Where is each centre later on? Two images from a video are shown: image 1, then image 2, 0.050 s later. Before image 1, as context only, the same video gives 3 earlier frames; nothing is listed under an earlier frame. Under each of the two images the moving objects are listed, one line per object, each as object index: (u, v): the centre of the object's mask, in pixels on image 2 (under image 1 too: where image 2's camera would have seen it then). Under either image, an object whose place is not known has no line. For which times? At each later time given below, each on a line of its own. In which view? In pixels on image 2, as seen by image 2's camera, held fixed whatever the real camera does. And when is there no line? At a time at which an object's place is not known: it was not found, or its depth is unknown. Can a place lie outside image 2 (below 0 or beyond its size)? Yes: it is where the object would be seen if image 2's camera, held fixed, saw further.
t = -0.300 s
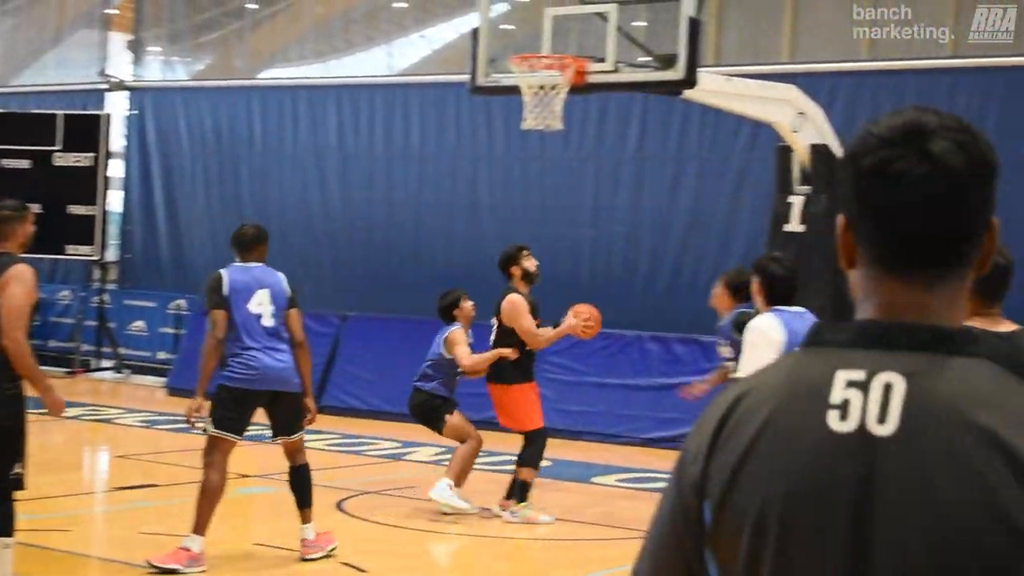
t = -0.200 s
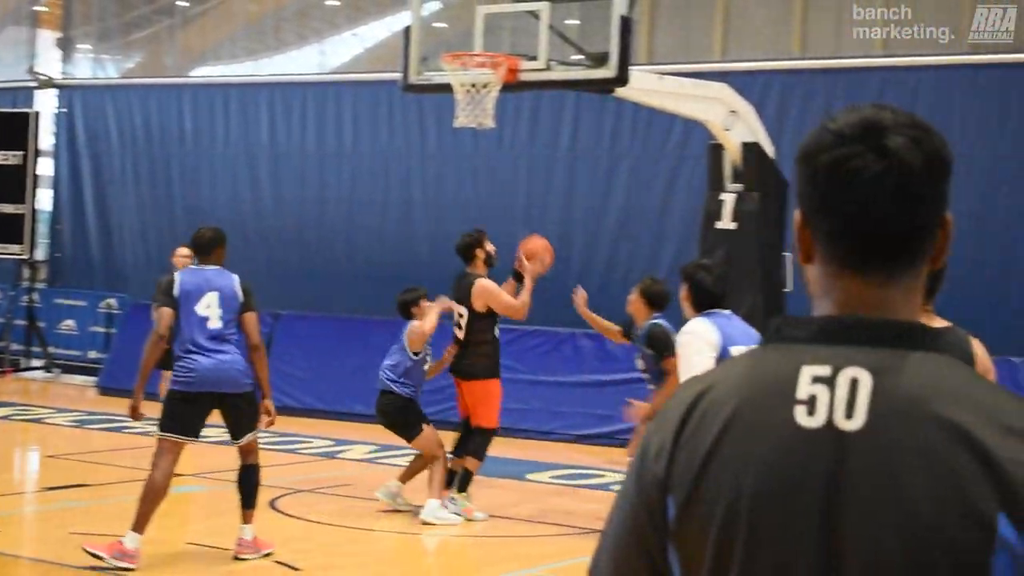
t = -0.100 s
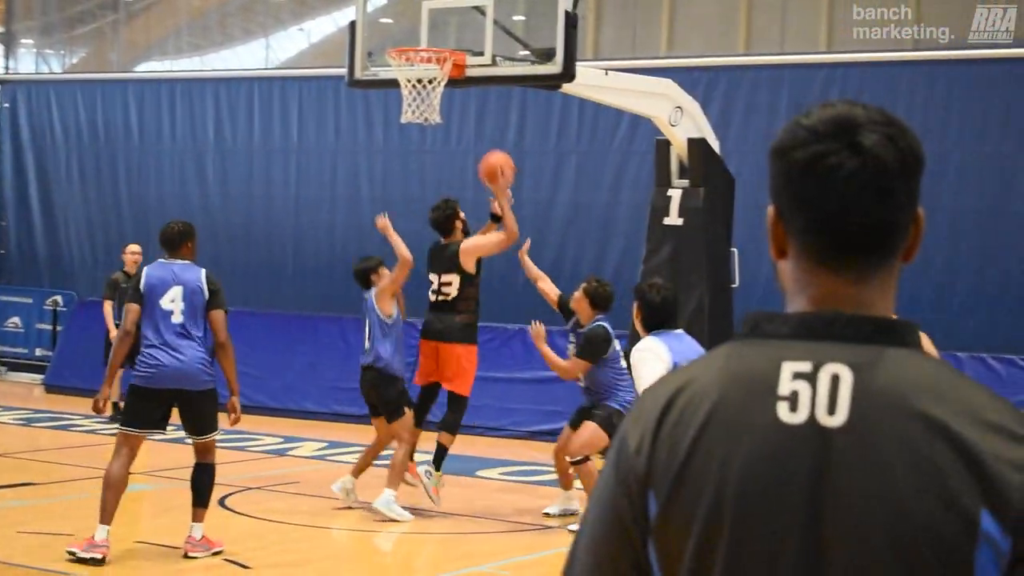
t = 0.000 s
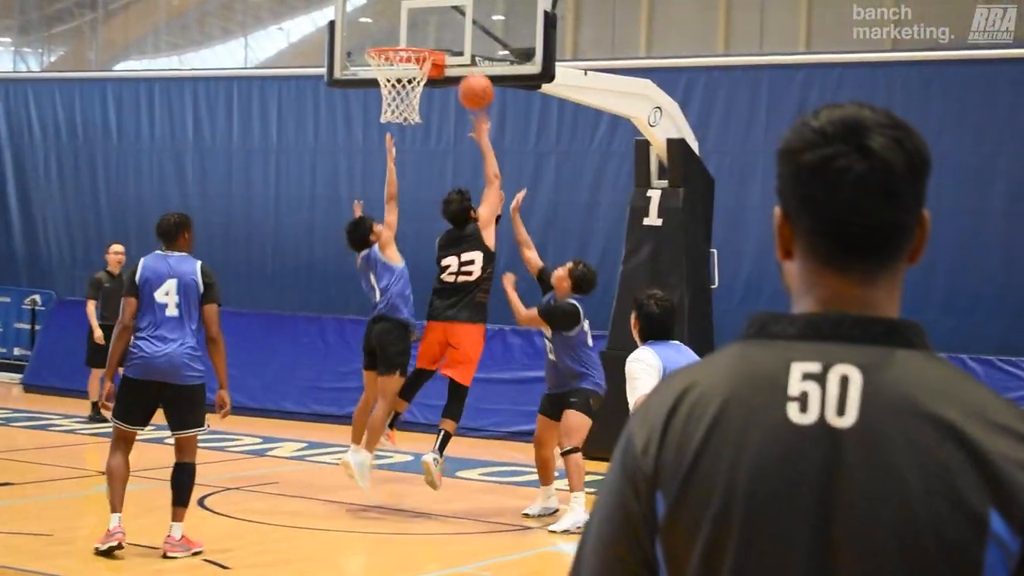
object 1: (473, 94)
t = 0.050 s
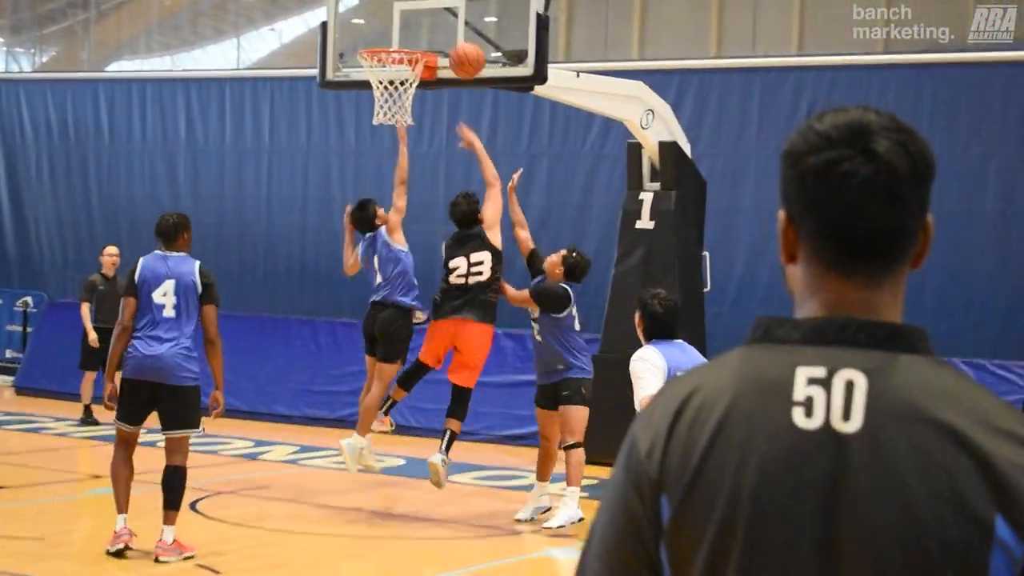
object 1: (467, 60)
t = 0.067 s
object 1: (464, 50)
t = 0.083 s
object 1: (462, 39)
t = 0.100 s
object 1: (460, 29)
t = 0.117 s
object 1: (457, 20)
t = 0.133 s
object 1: (454, 11)
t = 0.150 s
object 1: (452, 2)
